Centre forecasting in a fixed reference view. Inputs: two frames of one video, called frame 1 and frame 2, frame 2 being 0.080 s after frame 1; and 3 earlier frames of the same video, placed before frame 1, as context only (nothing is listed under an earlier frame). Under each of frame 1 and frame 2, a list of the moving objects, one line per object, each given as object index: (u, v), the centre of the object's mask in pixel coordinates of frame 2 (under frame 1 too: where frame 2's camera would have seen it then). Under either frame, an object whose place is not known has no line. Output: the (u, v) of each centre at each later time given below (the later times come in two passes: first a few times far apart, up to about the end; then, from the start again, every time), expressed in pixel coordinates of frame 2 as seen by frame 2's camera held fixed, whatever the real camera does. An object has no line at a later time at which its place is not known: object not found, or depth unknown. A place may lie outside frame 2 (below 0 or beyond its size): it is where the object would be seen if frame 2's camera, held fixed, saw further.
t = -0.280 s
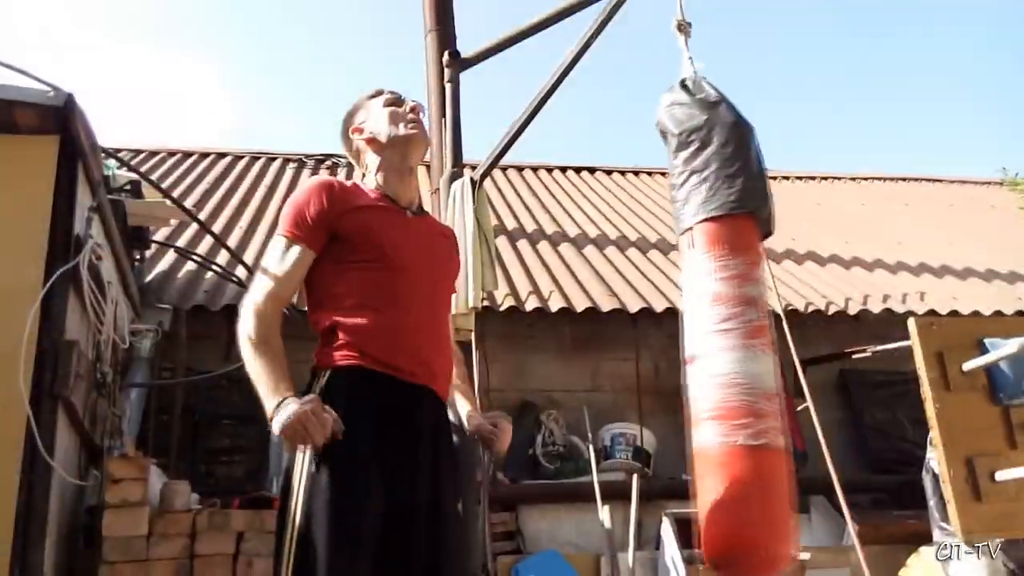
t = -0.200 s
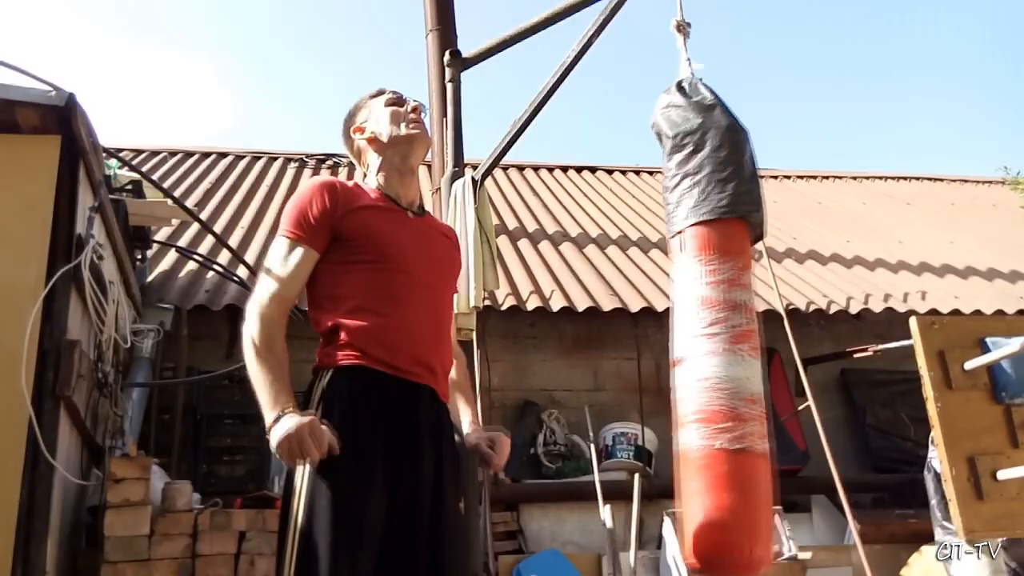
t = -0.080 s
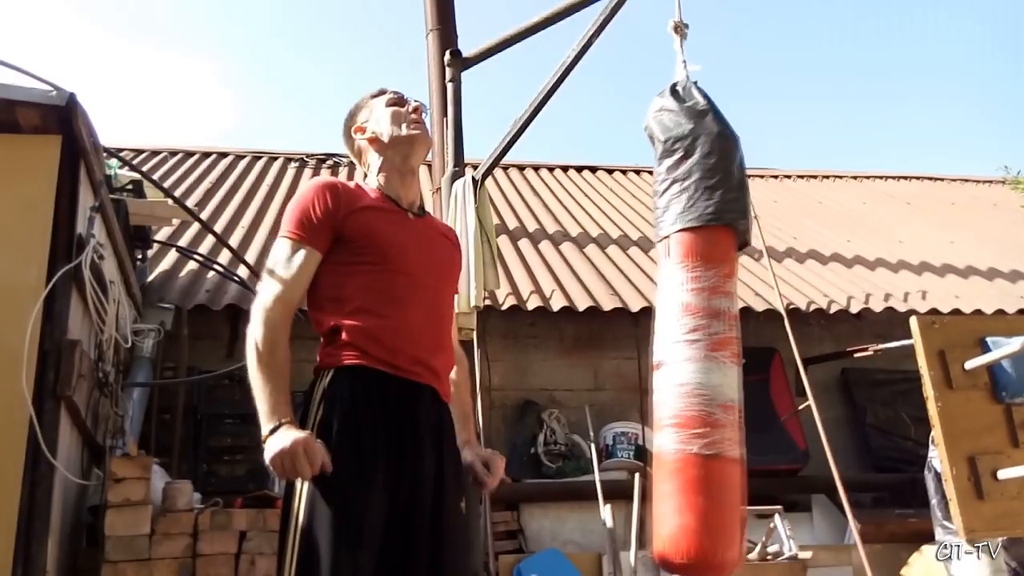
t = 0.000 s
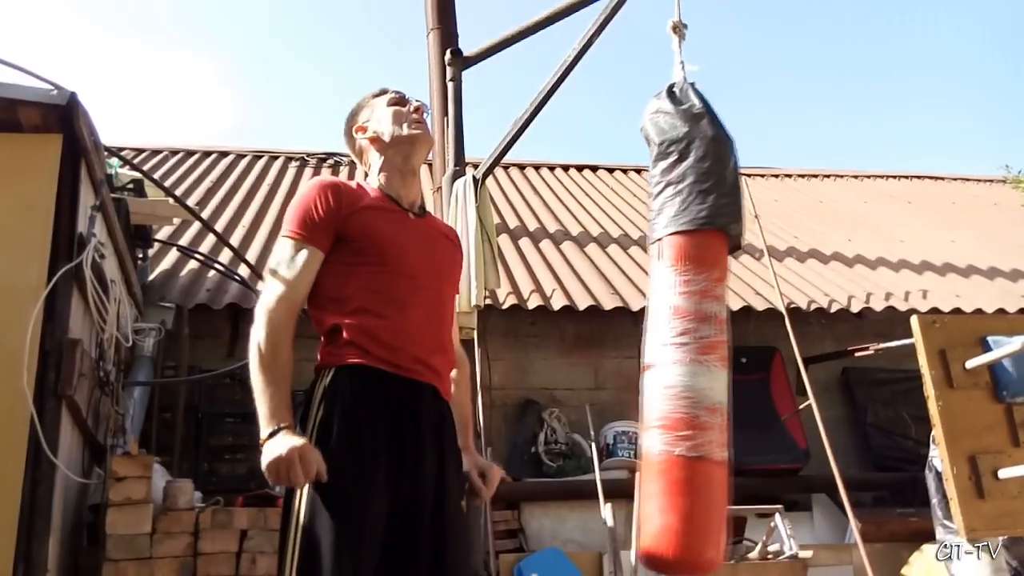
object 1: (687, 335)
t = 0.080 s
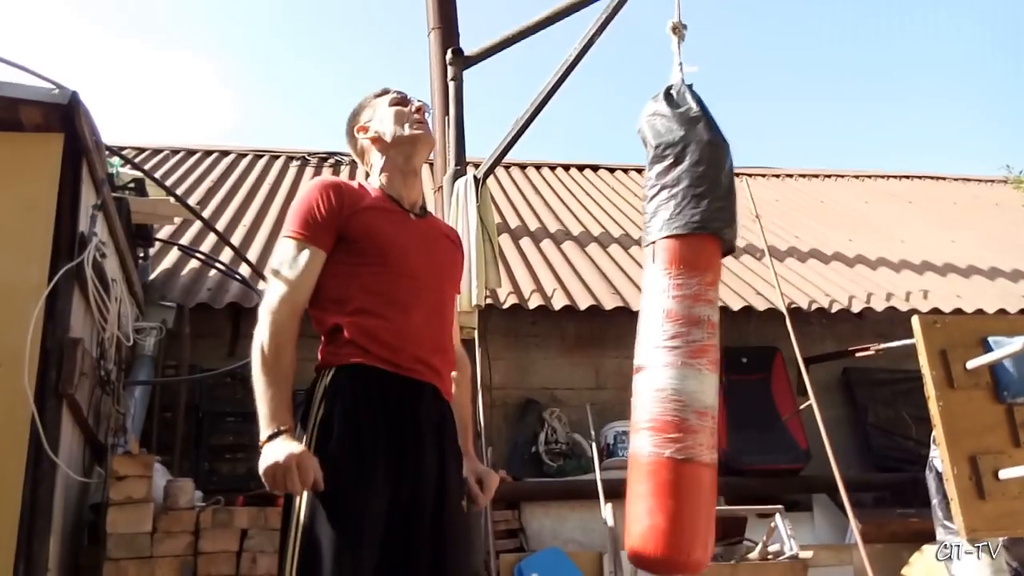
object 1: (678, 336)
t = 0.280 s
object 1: (665, 336)
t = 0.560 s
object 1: (672, 336)
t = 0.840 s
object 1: (703, 338)
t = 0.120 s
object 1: (674, 336)
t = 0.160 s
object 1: (672, 336)
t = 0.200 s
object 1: (669, 336)
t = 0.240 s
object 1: (668, 336)
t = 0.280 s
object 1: (665, 336)
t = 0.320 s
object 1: (666, 335)
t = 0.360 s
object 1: (666, 335)
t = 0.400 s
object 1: (666, 335)
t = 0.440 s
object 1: (667, 335)
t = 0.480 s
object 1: (668, 335)
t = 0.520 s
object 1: (670, 335)
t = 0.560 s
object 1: (672, 336)
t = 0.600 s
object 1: (675, 336)
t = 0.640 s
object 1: (679, 336)
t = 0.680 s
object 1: (684, 337)
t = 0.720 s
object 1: (688, 337)
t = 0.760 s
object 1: (692, 337)
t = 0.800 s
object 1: (698, 337)
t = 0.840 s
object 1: (703, 338)
